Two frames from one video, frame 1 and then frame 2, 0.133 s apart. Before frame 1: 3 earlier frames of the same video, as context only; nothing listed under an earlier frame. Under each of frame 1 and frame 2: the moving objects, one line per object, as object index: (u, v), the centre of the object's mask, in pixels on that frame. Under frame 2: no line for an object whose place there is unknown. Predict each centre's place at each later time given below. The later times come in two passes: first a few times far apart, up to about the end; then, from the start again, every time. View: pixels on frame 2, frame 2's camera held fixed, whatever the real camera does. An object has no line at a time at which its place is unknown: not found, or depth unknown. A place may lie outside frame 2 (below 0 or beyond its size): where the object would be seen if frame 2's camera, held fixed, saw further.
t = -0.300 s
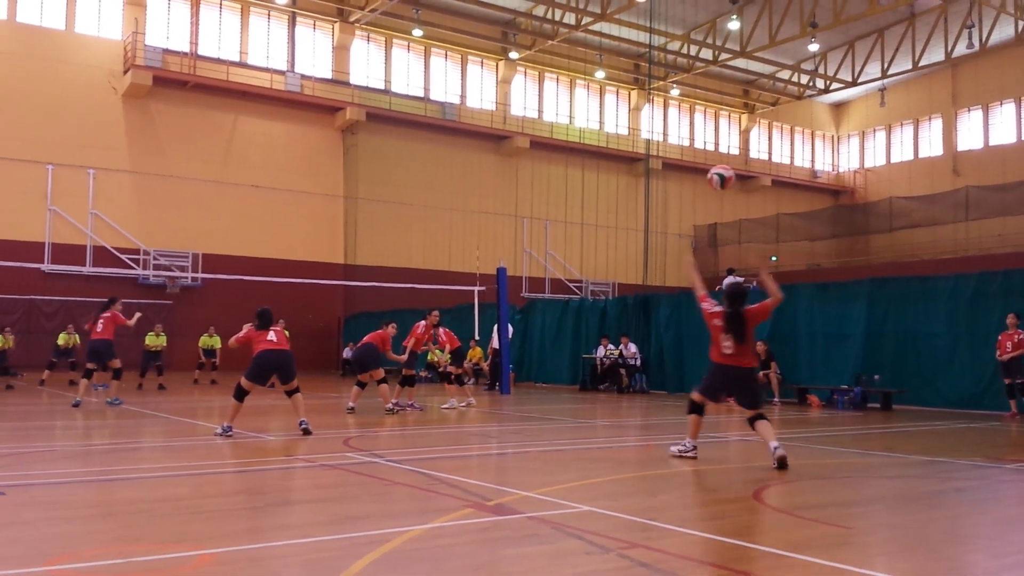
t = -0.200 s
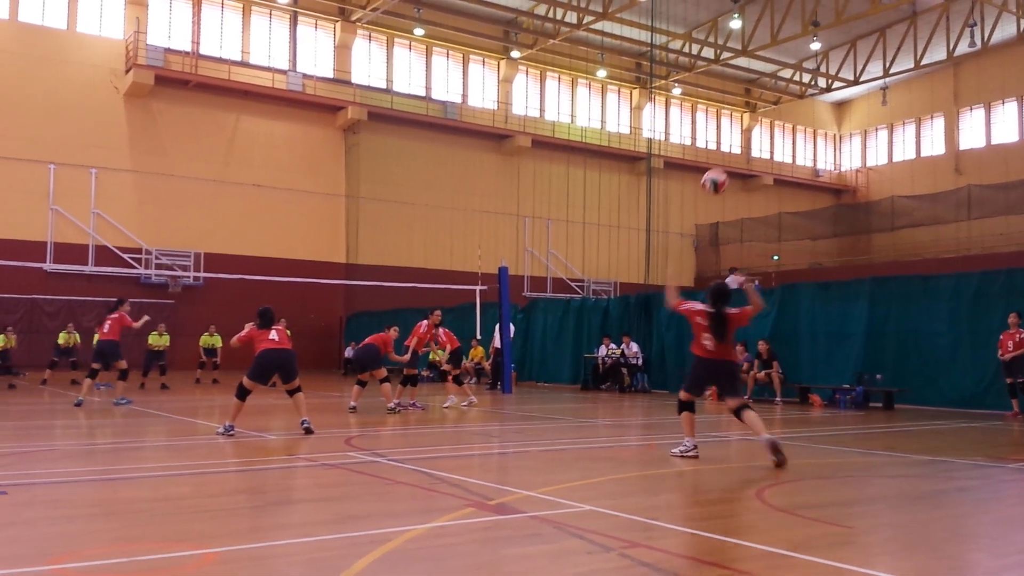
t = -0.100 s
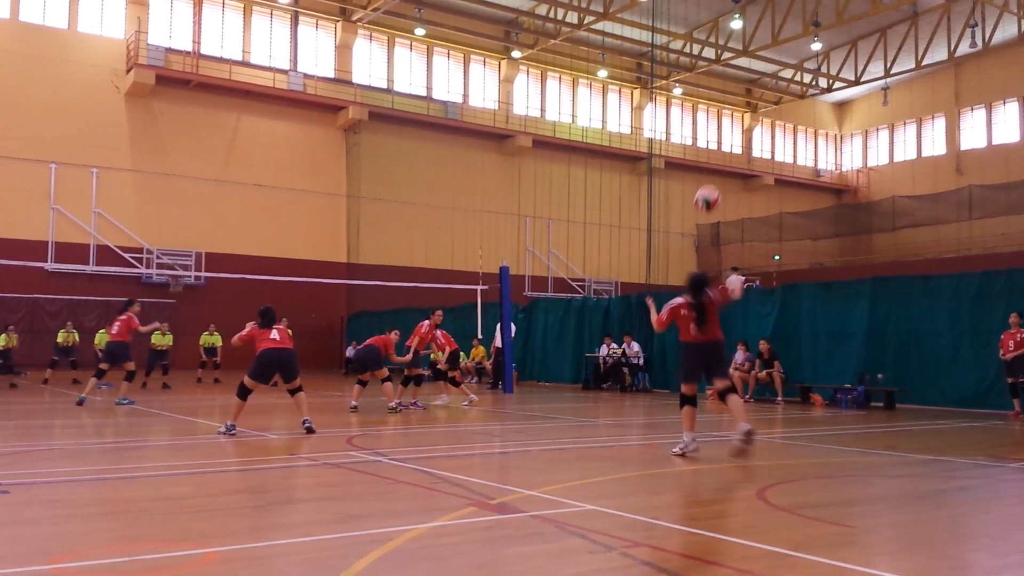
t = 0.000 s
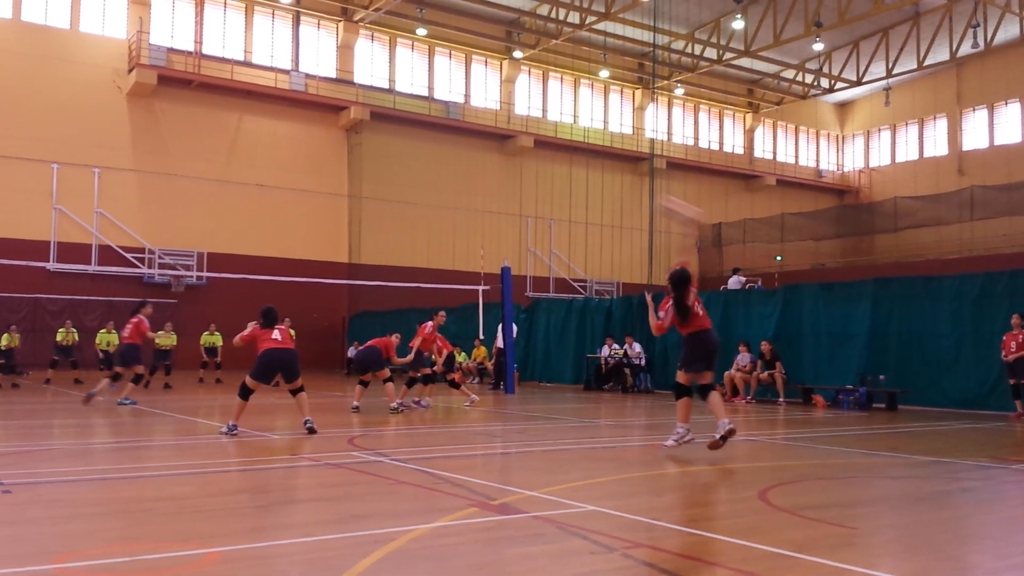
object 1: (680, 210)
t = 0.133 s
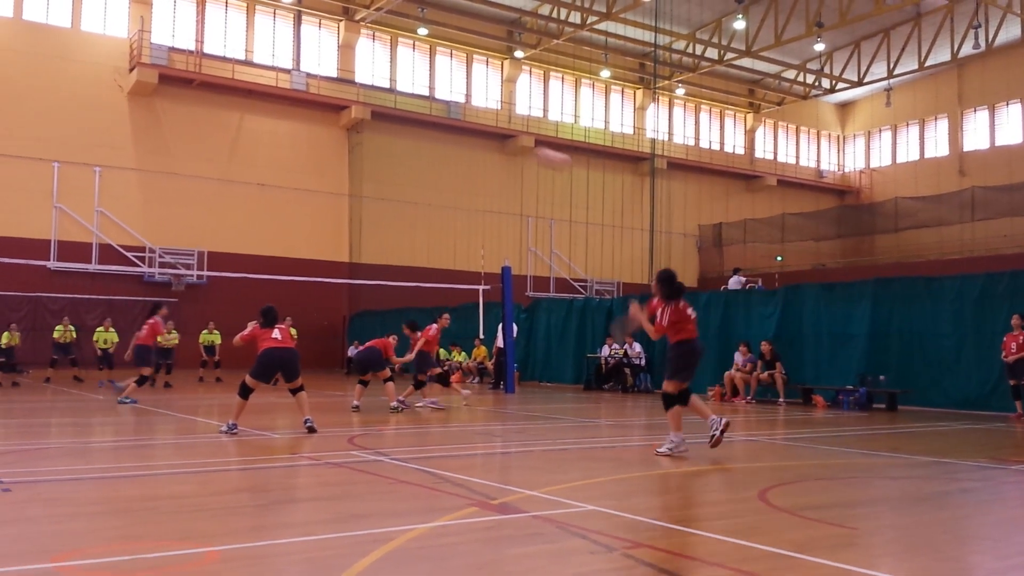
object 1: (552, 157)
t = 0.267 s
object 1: (464, 135)
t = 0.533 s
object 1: (346, 144)
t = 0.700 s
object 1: (296, 165)
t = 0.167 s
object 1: (527, 149)
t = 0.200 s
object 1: (504, 143)
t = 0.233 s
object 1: (484, 139)
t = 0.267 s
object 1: (464, 135)
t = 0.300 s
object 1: (445, 134)
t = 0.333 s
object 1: (428, 132)
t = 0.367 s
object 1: (413, 133)
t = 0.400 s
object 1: (397, 134)
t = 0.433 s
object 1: (383, 136)
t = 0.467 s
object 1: (369, 138)
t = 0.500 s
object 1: (357, 141)
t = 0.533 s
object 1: (346, 144)
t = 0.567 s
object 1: (336, 148)
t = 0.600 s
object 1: (326, 151)
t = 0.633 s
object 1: (315, 156)
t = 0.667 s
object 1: (306, 160)
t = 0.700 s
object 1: (296, 165)
